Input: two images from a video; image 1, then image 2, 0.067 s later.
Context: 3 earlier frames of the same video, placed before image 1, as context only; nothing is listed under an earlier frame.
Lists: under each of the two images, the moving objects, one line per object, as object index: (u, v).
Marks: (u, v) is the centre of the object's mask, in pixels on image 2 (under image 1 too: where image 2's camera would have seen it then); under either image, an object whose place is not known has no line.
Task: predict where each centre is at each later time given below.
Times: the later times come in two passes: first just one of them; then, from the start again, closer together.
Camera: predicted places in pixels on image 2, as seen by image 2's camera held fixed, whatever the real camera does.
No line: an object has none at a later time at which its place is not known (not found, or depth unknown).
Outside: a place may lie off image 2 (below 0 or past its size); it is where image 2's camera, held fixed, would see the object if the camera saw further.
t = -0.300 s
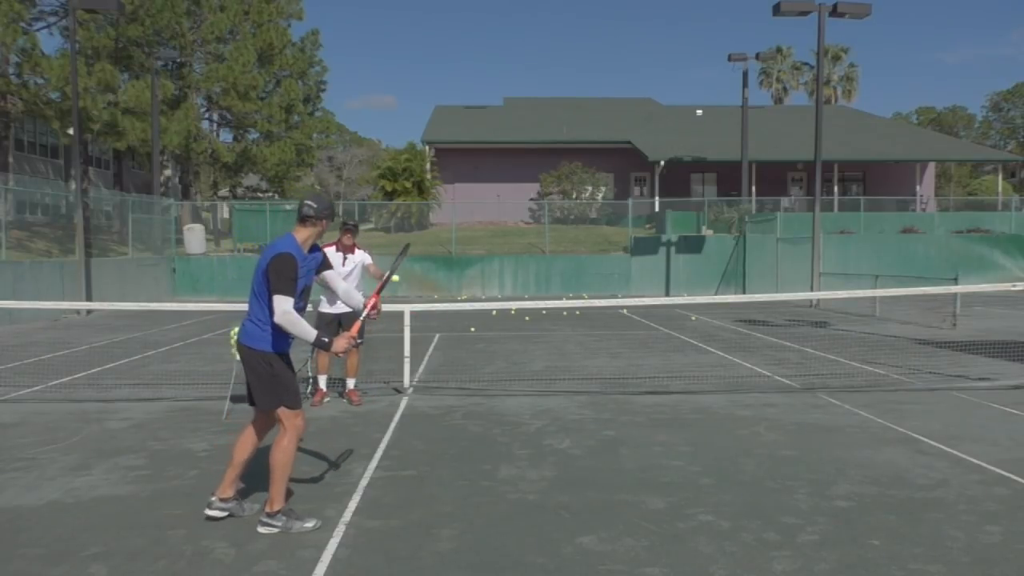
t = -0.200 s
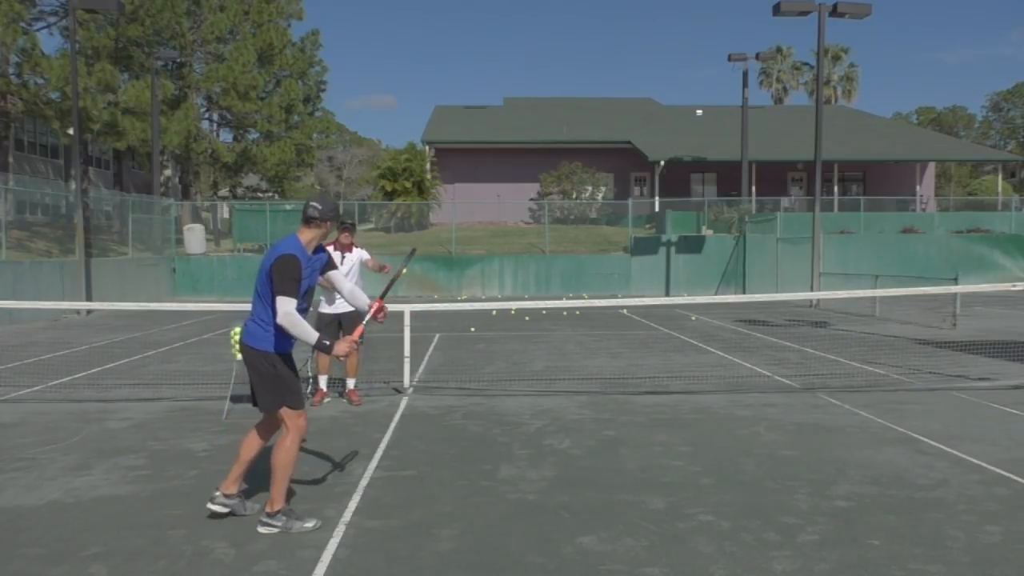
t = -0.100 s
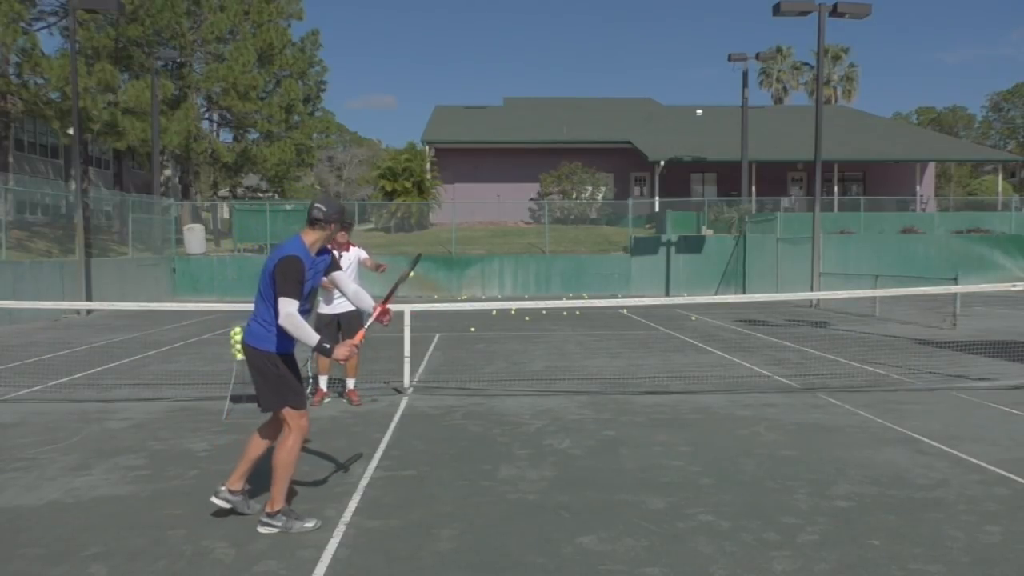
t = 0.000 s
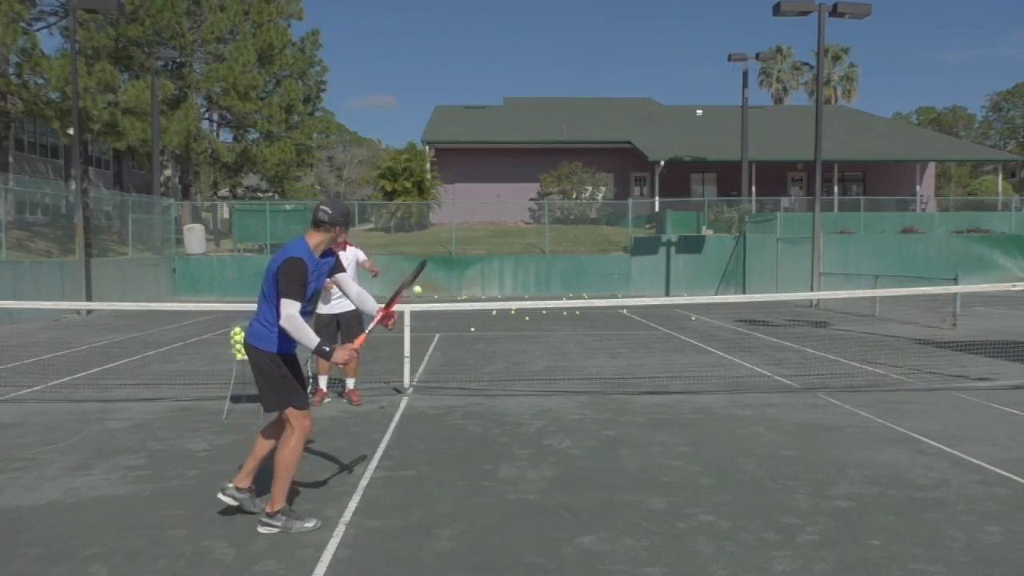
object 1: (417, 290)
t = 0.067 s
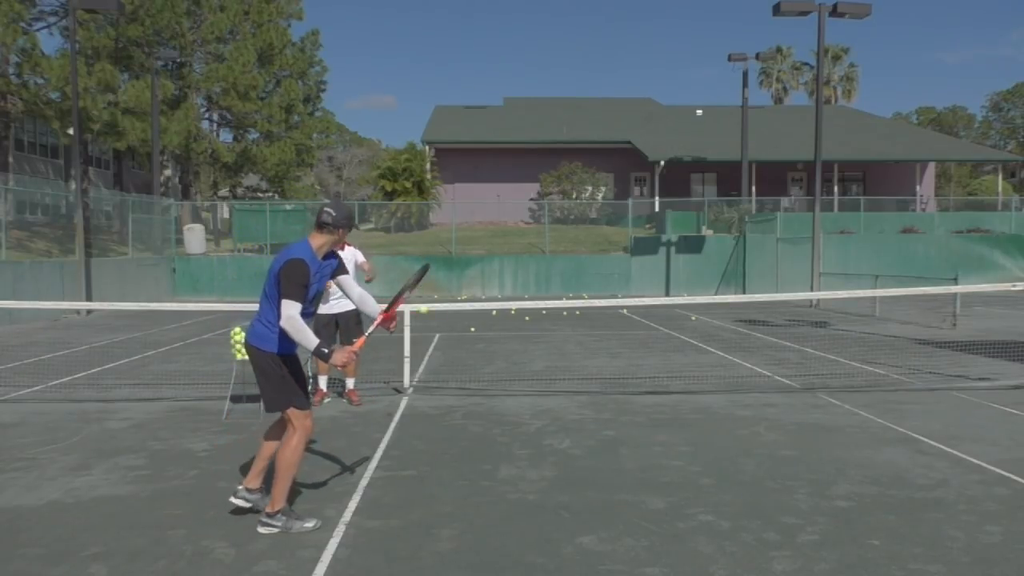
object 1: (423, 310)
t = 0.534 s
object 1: (469, 384)
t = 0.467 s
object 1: (463, 405)
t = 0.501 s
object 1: (466, 394)
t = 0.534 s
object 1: (469, 384)
